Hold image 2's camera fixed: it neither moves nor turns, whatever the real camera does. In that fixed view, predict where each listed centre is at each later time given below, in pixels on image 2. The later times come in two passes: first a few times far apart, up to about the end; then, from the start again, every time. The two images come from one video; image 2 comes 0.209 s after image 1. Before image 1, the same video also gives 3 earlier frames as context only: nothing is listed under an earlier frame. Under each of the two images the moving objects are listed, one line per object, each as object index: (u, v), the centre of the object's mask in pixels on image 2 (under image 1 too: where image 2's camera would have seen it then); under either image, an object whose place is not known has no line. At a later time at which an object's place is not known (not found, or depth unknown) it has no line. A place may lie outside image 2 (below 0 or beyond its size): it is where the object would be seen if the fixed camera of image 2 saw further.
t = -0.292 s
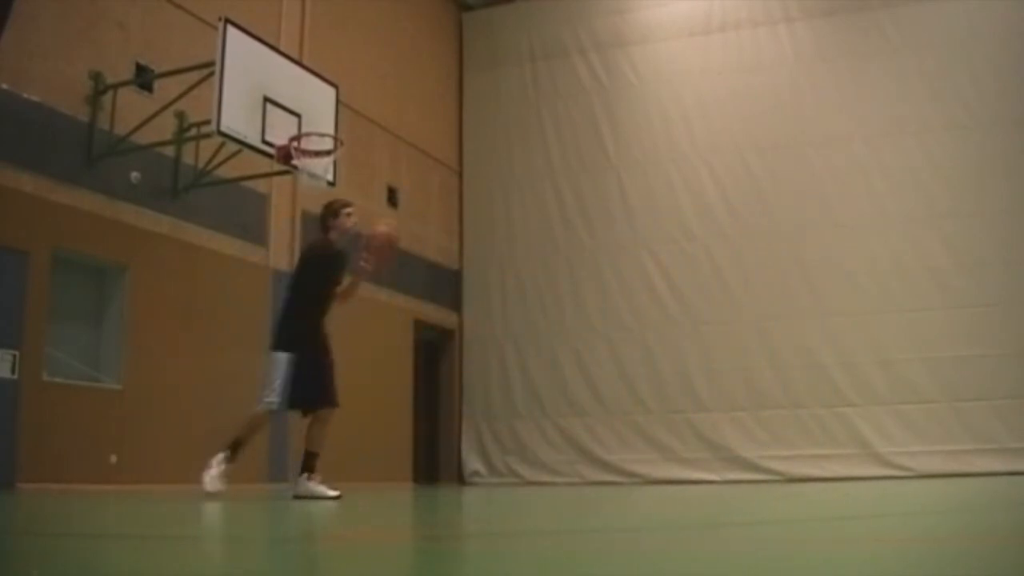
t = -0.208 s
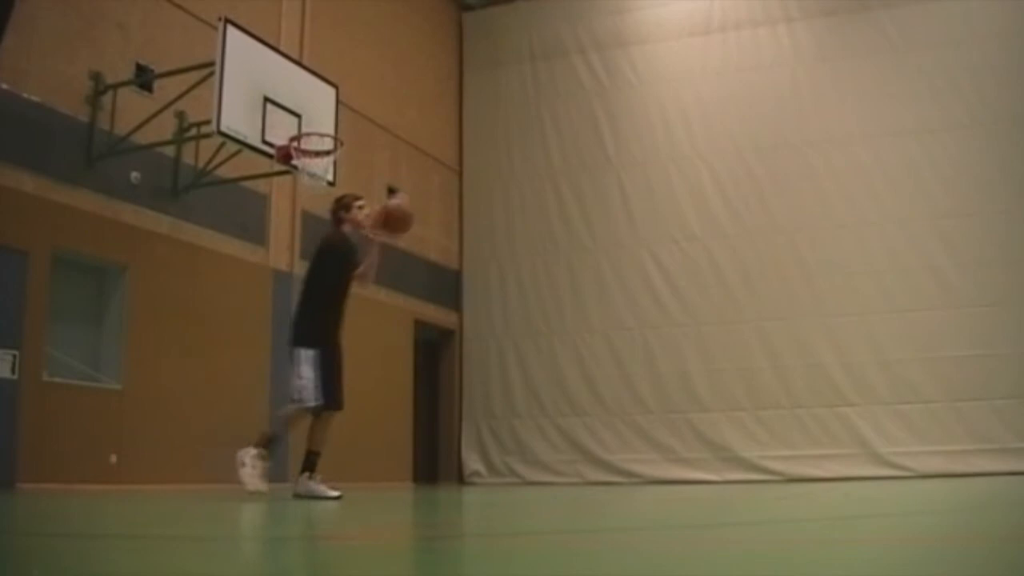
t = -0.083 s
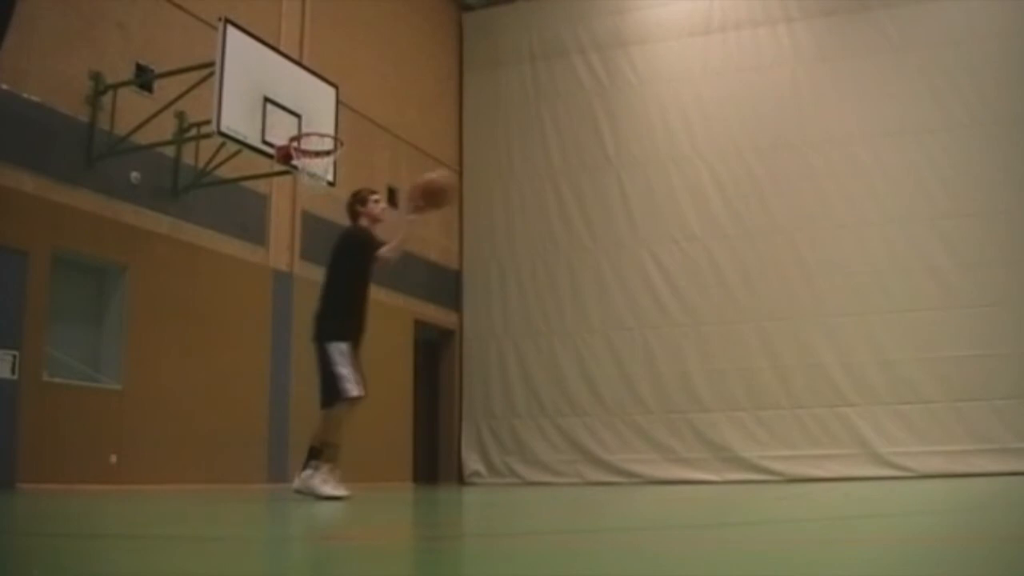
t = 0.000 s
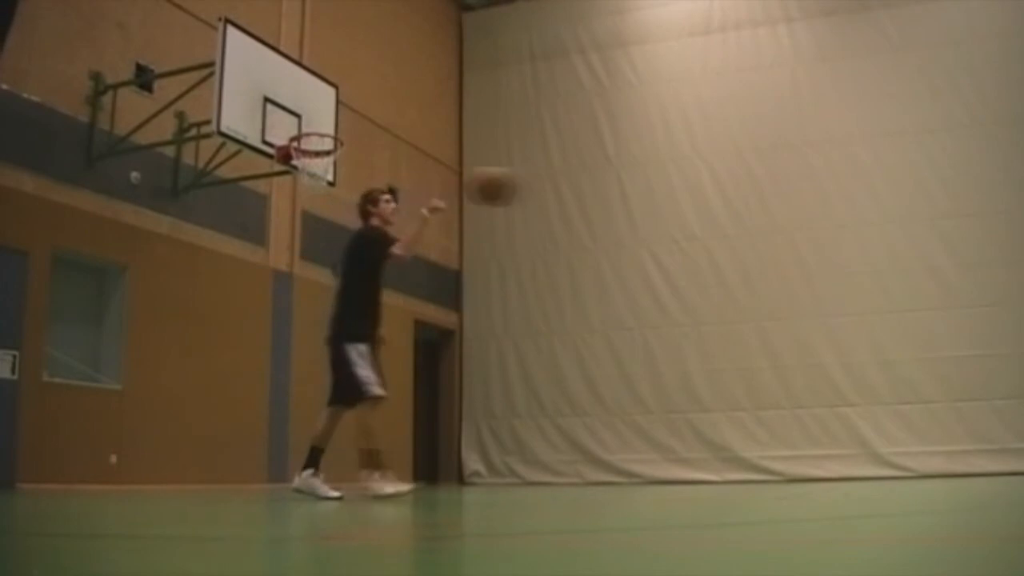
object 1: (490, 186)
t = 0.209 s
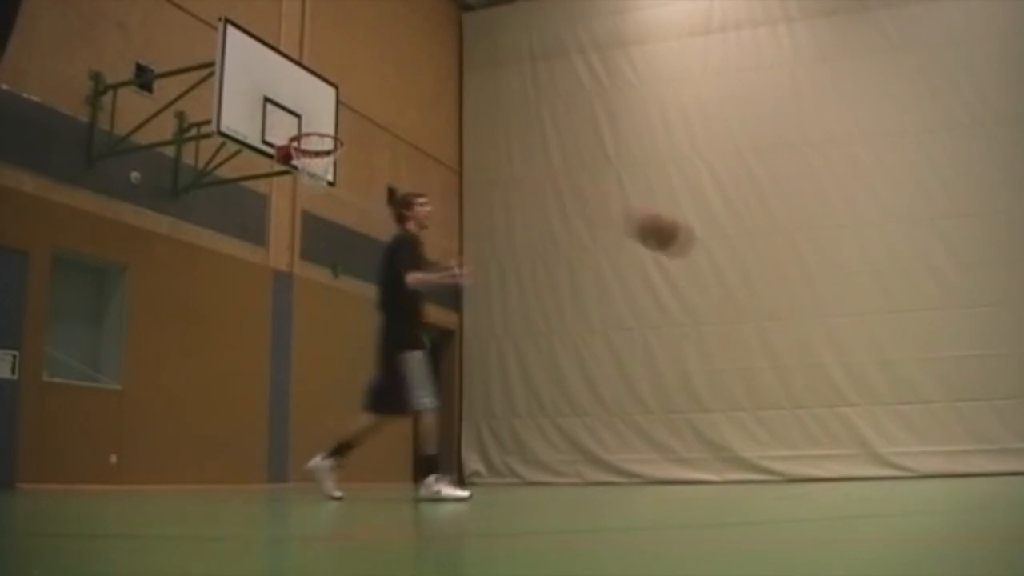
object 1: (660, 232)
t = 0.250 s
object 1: (691, 247)
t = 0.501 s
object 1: (919, 432)
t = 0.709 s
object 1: (1012, 350)
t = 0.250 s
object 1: (691, 247)
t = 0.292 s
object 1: (730, 270)
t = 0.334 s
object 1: (768, 297)
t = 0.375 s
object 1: (805, 325)
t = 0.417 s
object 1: (843, 357)
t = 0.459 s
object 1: (881, 393)
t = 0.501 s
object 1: (919, 432)
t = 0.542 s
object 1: (957, 466)
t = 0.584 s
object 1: (977, 436)
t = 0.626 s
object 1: (995, 401)
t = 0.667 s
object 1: (1005, 374)
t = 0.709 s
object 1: (1012, 350)
